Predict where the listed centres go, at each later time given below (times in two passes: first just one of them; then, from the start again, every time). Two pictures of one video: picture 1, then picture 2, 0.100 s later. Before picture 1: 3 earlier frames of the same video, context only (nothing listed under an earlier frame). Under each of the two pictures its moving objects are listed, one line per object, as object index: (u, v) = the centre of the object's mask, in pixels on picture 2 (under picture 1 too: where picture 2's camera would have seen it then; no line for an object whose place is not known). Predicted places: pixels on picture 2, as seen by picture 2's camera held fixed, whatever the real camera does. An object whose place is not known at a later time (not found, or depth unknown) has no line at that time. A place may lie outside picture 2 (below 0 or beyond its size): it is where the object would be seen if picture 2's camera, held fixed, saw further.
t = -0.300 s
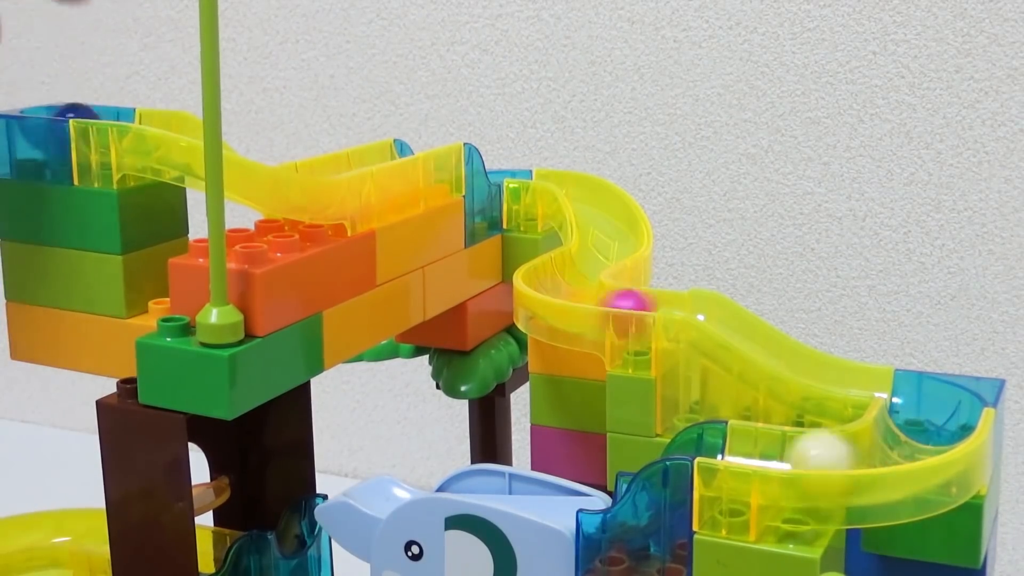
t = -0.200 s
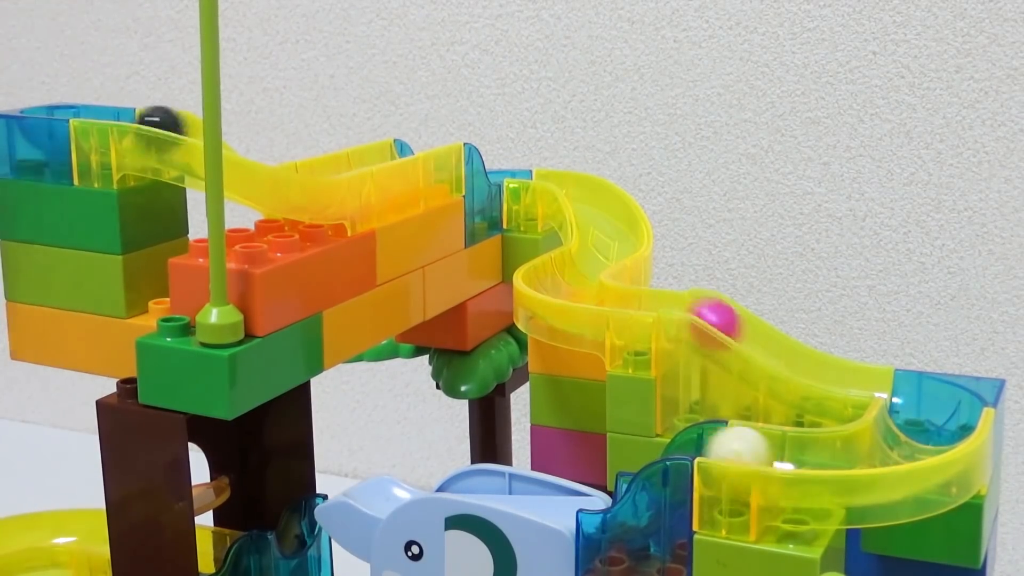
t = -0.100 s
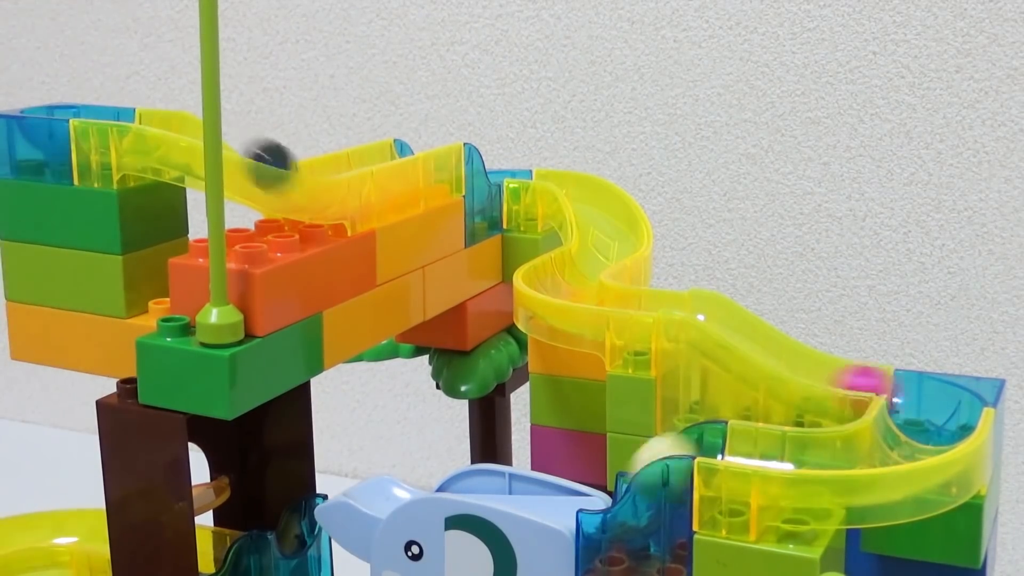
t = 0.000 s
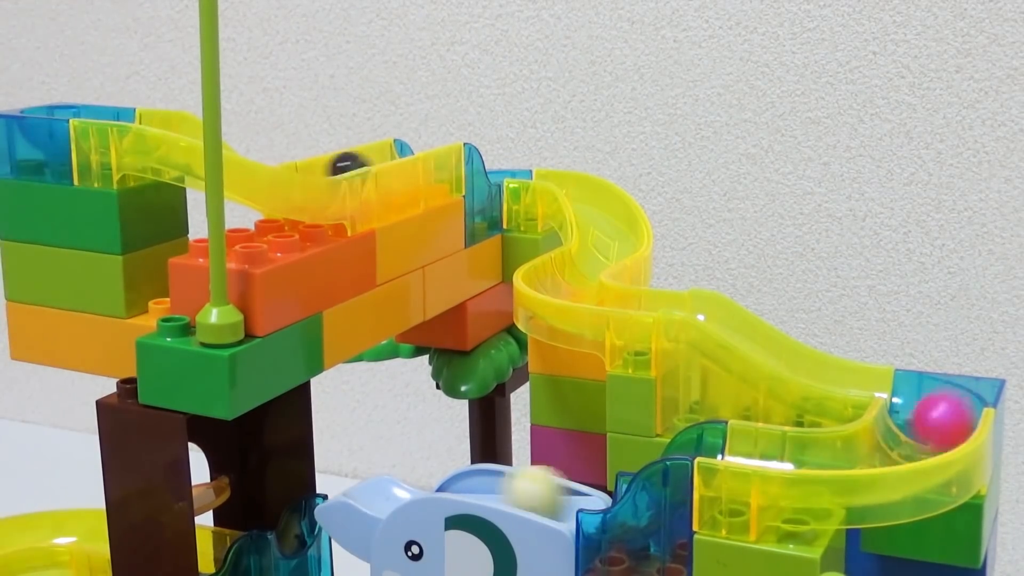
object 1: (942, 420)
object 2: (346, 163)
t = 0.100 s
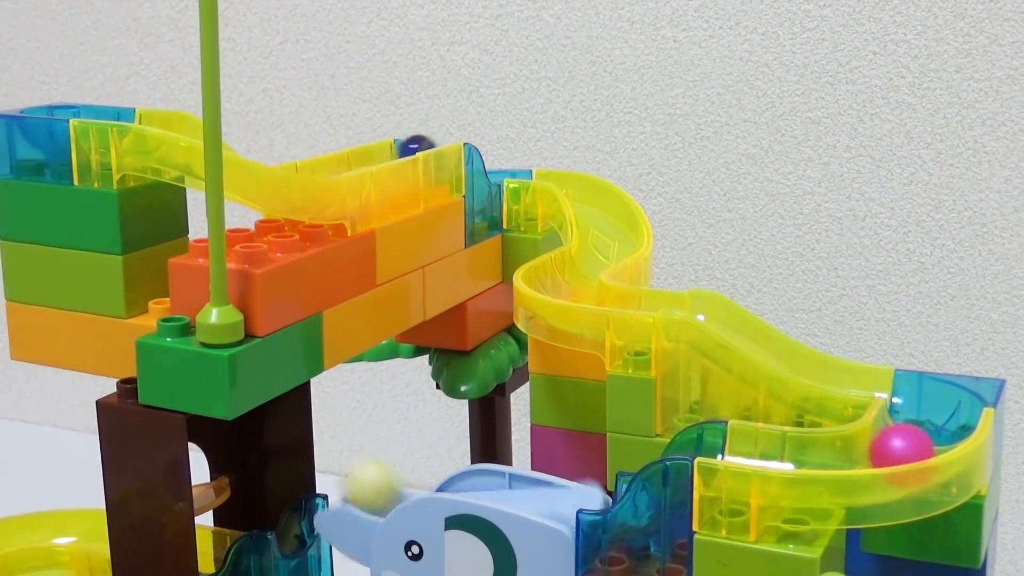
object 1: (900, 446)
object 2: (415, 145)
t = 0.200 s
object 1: (805, 452)
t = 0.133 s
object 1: (877, 449)
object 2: (430, 143)
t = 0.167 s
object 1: (838, 454)
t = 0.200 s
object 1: (805, 452)
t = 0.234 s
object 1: (772, 452)
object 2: (502, 168)
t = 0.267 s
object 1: (737, 447)
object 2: (527, 168)
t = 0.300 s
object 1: (707, 444)
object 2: (550, 178)
